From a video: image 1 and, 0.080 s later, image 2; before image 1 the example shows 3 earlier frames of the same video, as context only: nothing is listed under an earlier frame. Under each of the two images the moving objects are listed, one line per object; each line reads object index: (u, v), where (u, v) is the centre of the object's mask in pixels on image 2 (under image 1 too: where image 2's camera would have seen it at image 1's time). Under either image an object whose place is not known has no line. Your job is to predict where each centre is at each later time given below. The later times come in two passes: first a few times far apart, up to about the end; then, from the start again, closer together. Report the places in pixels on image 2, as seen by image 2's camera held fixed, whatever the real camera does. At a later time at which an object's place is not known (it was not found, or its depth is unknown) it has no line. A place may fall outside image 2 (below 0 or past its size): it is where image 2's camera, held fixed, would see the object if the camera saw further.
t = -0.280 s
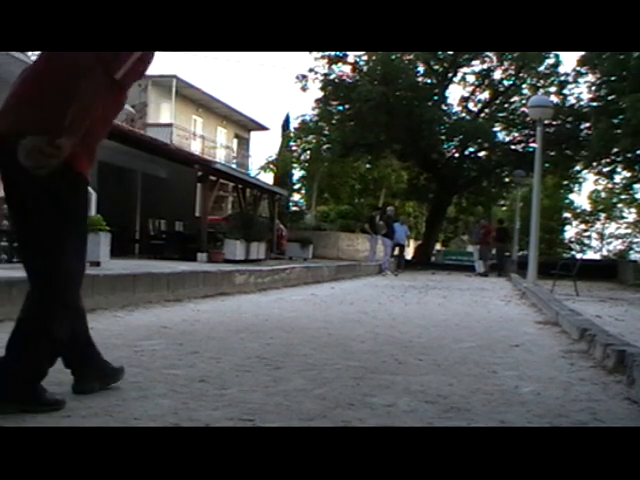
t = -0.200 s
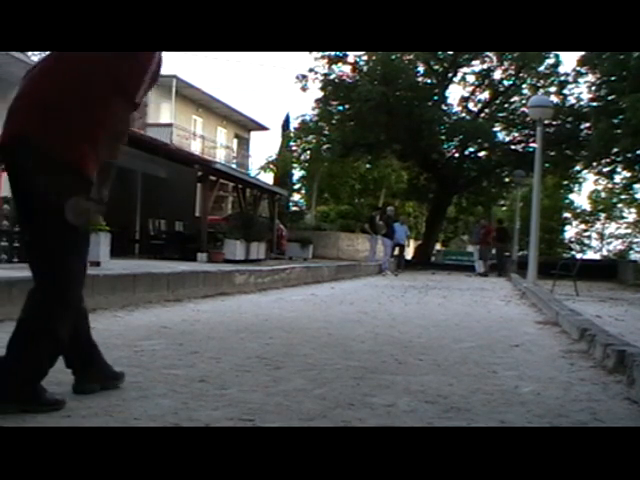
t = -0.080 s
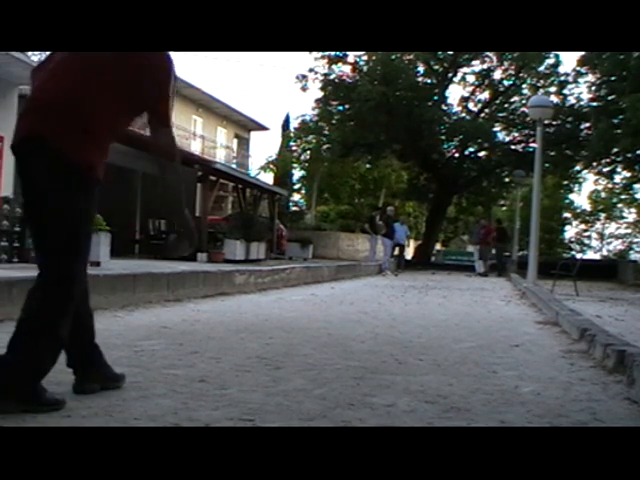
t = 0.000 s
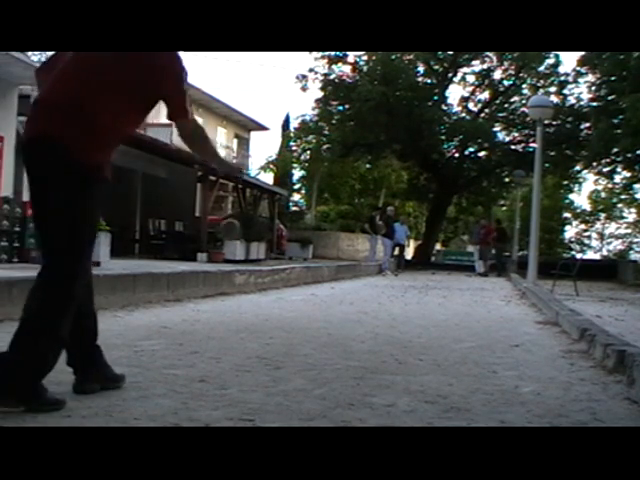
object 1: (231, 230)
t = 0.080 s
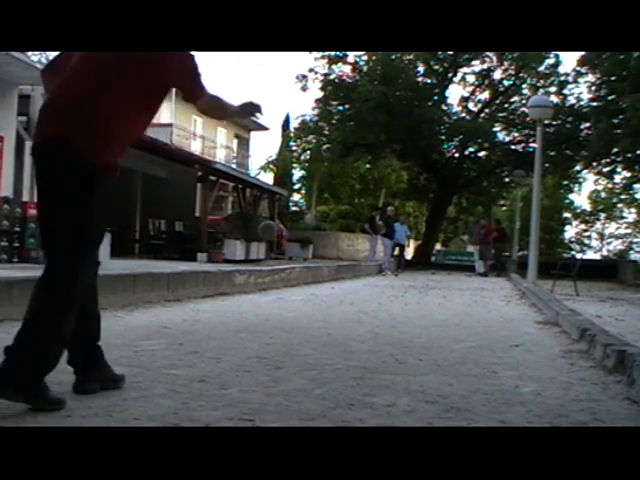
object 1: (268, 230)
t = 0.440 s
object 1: (359, 319)
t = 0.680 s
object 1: (371, 311)
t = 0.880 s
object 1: (378, 306)
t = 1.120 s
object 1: (386, 300)
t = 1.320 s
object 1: (390, 297)
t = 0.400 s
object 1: (354, 312)
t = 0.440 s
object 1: (359, 319)
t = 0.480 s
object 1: (362, 313)
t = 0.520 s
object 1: (364, 310)
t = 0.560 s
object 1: (366, 309)
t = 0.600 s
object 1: (367, 310)
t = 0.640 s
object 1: (370, 312)
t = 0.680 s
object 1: (371, 311)
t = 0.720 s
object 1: (373, 310)
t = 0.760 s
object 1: (374, 309)
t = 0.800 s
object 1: (376, 306)
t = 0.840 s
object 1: (377, 305)
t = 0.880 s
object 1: (378, 306)
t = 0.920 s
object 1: (380, 304)
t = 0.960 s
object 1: (381, 303)
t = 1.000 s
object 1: (382, 302)
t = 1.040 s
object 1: (383, 301)
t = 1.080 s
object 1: (384, 301)
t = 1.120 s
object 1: (386, 300)
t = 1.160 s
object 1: (387, 300)
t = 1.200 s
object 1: (388, 298)
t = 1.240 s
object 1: (389, 298)
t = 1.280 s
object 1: (390, 298)
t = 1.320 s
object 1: (390, 297)
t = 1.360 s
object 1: (392, 296)
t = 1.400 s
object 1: (392, 295)
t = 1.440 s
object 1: (393, 295)
